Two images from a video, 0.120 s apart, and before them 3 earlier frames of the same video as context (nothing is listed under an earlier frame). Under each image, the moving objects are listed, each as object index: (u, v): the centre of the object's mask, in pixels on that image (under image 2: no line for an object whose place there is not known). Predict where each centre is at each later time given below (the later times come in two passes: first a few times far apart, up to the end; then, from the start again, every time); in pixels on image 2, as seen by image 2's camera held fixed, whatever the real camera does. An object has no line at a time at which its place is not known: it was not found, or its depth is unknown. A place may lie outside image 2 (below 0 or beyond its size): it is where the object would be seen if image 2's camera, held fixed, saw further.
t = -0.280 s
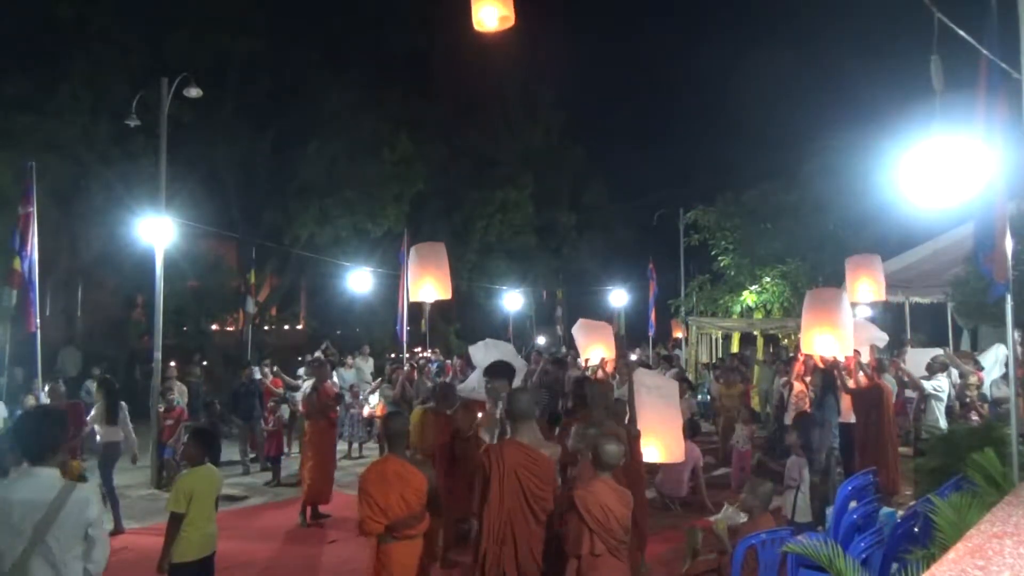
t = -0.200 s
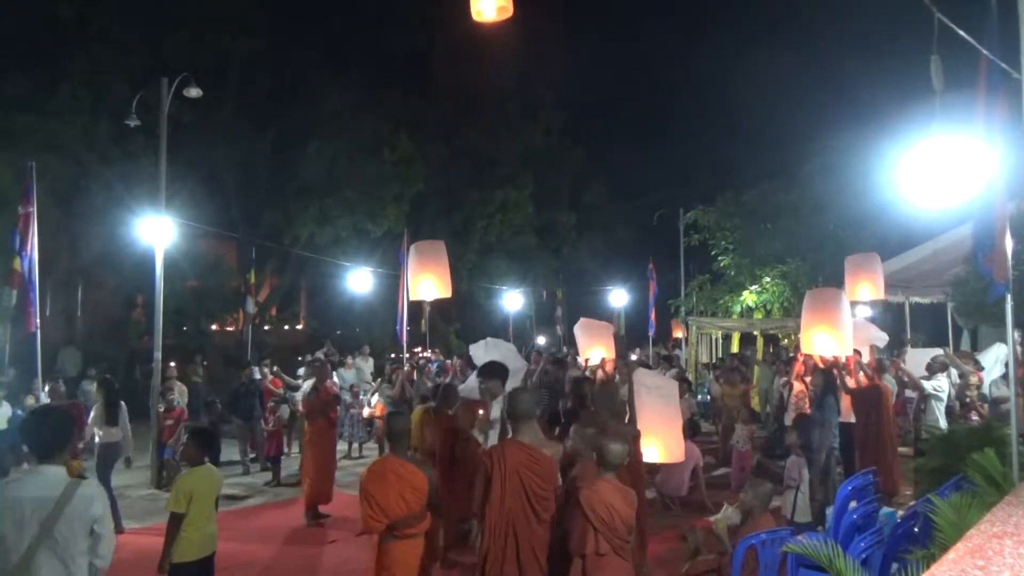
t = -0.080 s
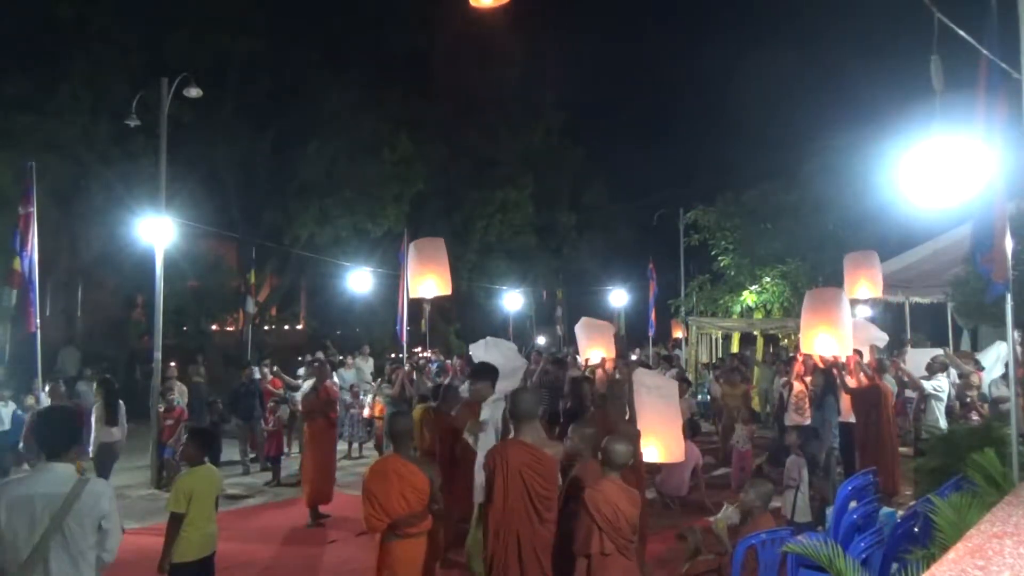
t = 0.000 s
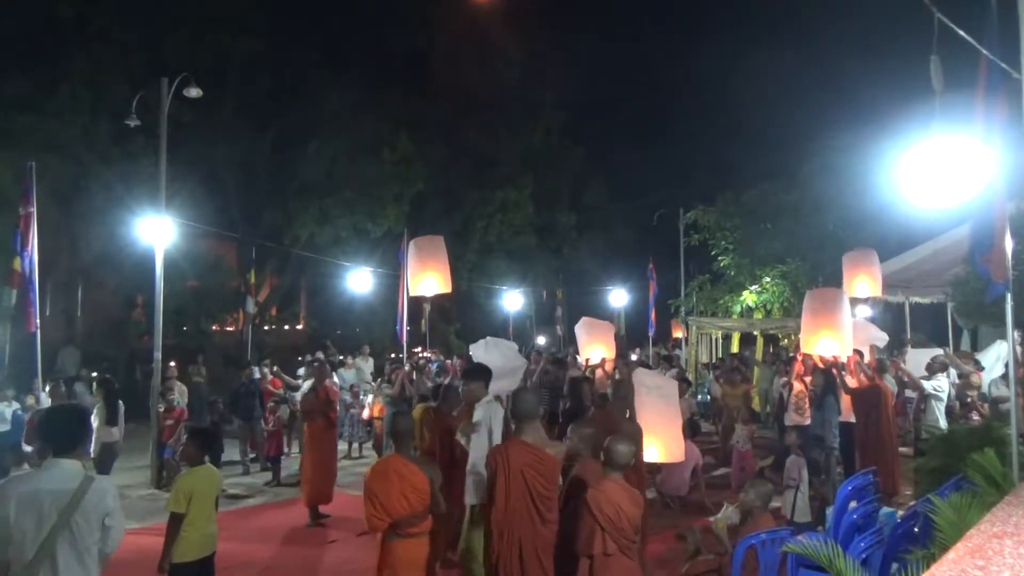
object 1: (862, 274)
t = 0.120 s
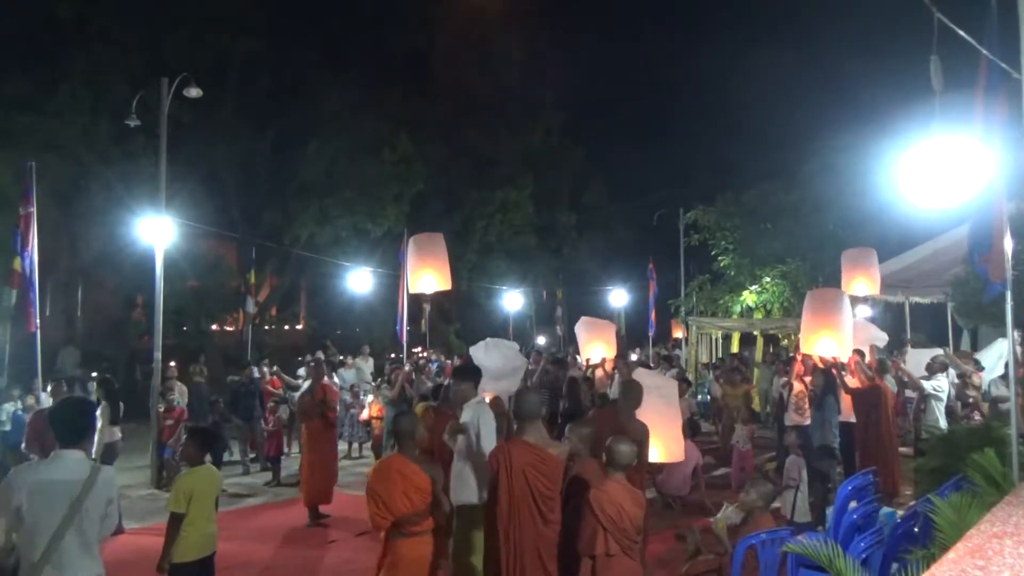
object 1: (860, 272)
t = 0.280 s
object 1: (858, 269)
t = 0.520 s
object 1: (856, 266)
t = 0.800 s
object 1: (853, 261)
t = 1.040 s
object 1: (849, 256)
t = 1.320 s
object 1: (846, 252)
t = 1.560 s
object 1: (843, 247)
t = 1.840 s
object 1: (839, 242)
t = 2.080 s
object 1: (835, 237)
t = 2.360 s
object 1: (830, 232)
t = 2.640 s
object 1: (824, 225)
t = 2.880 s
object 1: (818, 220)
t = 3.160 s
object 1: (811, 212)
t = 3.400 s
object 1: (804, 206)
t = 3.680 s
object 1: (795, 199)
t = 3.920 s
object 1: (787, 192)
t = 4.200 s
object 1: (776, 185)
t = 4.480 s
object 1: (765, 178)
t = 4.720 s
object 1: (756, 173)
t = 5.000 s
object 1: (743, 168)
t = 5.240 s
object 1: (732, 164)
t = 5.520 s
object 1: (718, 160)
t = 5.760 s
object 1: (707, 157)
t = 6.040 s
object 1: (693, 154)
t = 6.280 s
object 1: (681, 152)
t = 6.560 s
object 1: (667, 150)
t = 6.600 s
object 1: (665, 149)
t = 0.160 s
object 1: (860, 271)
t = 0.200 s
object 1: (860, 271)
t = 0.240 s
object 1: (859, 270)
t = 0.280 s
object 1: (858, 269)
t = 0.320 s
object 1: (858, 268)
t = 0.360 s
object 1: (857, 268)
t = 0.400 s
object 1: (857, 267)
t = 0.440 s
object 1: (856, 267)
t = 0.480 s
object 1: (856, 266)
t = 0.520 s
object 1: (856, 266)
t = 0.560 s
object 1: (855, 265)
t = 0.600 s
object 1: (855, 264)
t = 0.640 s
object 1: (854, 263)
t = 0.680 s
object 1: (854, 263)
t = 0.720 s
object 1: (853, 262)
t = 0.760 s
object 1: (853, 262)
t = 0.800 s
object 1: (853, 261)
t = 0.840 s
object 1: (852, 260)
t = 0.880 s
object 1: (851, 259)
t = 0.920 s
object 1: (851, 258)
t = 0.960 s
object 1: (851, 258)
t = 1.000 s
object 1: (850, 257)
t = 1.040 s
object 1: (849, 256)
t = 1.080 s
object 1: (849, 256)
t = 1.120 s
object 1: (849, 256)
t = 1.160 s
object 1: (848, 255)
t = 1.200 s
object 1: (847, 254)
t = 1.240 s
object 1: (847, 253)
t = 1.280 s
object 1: (846, 252)
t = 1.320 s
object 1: (846, 252)
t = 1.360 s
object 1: (845, 251)
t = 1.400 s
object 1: (845, 250)
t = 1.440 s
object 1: (844, 249)
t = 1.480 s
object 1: (844, 249)
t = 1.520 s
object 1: (843, 248)
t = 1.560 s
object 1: (843, 247)
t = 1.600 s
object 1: (842, 247)
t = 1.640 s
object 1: (842, 246)
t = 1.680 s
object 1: (841, 245)
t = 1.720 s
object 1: (840, 244)
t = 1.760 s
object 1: (840, 243)
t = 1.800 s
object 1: (839, 243)
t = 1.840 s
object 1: (839, 242)
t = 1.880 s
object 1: (838, 241)
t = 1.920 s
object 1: (838, 241)
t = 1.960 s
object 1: (837, 240)
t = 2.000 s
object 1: (836, 239)
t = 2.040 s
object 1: (836, 238)
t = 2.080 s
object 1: (835, 237)
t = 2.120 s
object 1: (834, 237)
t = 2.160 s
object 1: (834, 236)
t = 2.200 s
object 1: (833, 235)
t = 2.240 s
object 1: (832, 234)
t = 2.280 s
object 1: (831, 233)
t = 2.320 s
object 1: (831, 233)
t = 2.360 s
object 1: (830, 232)
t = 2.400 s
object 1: (829, 231)
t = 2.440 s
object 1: (828, 230)
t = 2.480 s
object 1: (828, 229)
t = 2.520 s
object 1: (827, 228)
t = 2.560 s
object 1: (826, 227)
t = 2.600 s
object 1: (825, 226)
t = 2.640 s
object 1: (824, 225)
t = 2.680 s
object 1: (823, 225)
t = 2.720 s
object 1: (822, 224)
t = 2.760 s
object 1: (821, 222)
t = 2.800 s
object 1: (820, 221)
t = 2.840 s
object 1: (819, 221)
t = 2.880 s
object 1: (818, 220)
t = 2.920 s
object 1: (817, 219)
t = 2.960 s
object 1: (816, 218)
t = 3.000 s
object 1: (815, 217)
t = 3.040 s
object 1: (814, 216)
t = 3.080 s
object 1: (813, 215)
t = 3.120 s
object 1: (812, 214)
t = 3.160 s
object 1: (811, 212)
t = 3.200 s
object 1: (810, 212)
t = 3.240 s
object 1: (809, 210)
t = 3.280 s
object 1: (807, 209)
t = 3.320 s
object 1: (806, 208)
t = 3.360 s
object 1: (805, 207)
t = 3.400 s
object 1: (804, 206)
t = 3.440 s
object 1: (803, 205)
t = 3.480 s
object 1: (801, 204)
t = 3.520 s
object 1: (800, 203)
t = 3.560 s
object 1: (799, 202)
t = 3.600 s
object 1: (797, 200)
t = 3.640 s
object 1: (796, 199)
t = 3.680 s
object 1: (795, 199)
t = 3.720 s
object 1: (793, 197)
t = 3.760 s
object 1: (792, 196)
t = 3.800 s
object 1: (791, 195)
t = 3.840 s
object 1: (789, 194)
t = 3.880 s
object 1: (788, 193)
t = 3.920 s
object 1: (787, 192)
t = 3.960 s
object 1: (785, 191)
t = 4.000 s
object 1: (784, 190)
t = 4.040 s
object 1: (782, 189)
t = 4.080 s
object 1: (781, 188)
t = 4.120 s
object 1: (779, 187)
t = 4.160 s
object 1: (778, 186)
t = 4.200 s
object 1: (776, 185)
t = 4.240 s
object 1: (775, 184)
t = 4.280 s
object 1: (773, 183)
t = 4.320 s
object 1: (772, 182)
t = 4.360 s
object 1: (770, 181)
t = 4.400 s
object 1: (769, 180)
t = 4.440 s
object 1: (767, 179)
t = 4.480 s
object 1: (765, 178)
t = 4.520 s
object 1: (764, 178)
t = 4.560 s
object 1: (762, 177)
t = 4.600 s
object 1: (761, 176)
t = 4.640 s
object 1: (759, 175)
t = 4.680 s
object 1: (757, 174)
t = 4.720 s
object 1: (756, 173)
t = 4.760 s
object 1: (754, 173)
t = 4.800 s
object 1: (752, 172)
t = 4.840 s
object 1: (750, 171)
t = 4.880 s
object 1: (749, 170)
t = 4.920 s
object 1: (747, 170)
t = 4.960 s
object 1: (745, 169)
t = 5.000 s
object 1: (743, 168)
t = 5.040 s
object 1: (741, 168)
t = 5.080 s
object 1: (739, 167)
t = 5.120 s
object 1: (737, 167)
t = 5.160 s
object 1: (735, 166)
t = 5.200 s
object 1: (734, 165)
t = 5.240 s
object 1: (732, 164)
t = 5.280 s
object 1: (730, 164)
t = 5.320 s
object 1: (728, 163)
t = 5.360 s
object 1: (726, 163)
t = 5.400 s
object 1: (724, 162)
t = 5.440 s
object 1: (722, 161)
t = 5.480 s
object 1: (720, 161)
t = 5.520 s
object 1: (718, 160)
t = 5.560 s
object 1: (716, 160)
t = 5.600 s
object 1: (714, 159)
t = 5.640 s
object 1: (712, 159)
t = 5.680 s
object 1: (711, 159)
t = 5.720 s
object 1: (709, 158)
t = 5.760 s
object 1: (707, 157)
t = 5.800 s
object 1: (705, 157)
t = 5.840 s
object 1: (703, 156)
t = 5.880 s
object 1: (701, 156)
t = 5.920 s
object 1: (699, 155)
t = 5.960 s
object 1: (697, 155)
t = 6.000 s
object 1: (695, 155)
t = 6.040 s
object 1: (693, 154)
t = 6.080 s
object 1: (691, 154)
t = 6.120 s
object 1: (689, 153)
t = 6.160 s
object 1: (687, 153)
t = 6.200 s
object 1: (685, 153)
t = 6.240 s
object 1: (683, 153)
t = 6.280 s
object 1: (681, 152)
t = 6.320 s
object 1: (679, 152)
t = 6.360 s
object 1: (677, 151)
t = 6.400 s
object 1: (675, 151)
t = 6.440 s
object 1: (673, 151)
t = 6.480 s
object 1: (671, 151)
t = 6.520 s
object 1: (669, 150)
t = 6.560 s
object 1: (667, 150)
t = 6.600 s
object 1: (665, 149)
